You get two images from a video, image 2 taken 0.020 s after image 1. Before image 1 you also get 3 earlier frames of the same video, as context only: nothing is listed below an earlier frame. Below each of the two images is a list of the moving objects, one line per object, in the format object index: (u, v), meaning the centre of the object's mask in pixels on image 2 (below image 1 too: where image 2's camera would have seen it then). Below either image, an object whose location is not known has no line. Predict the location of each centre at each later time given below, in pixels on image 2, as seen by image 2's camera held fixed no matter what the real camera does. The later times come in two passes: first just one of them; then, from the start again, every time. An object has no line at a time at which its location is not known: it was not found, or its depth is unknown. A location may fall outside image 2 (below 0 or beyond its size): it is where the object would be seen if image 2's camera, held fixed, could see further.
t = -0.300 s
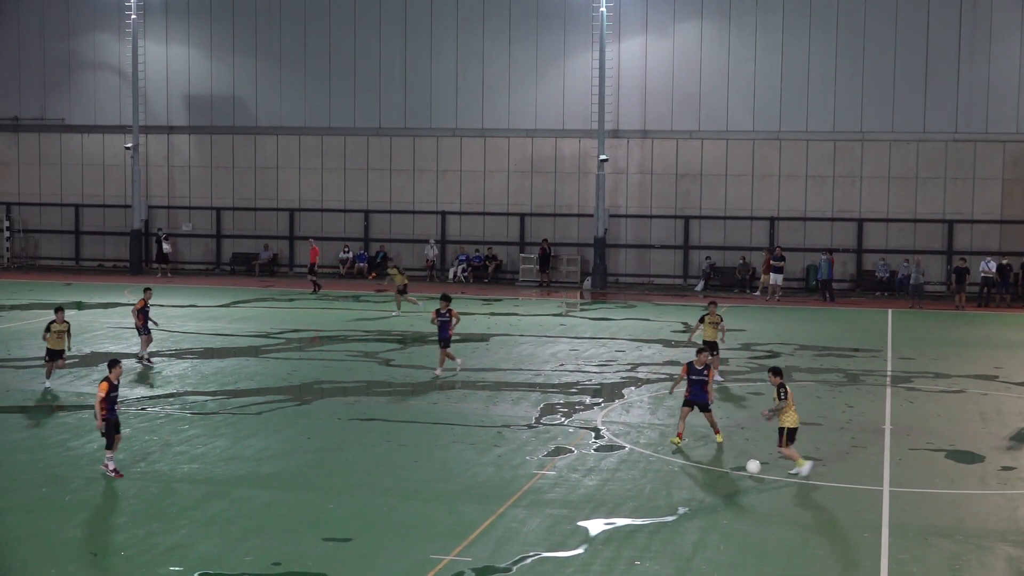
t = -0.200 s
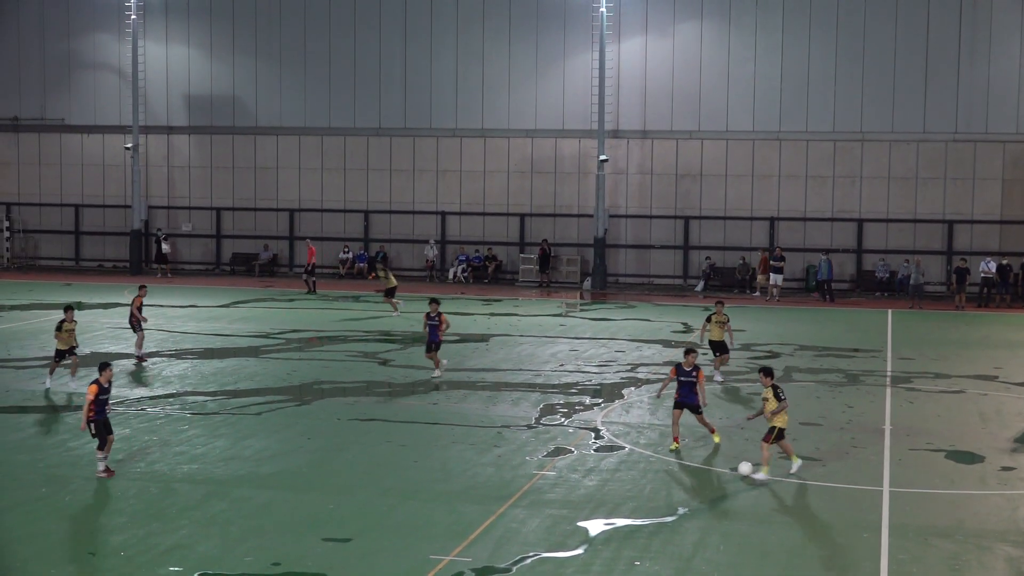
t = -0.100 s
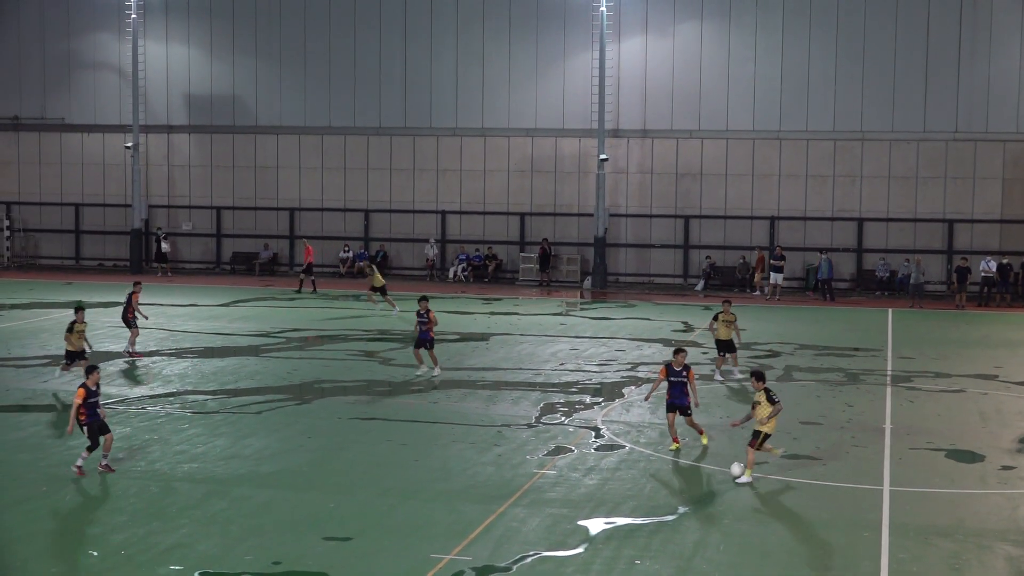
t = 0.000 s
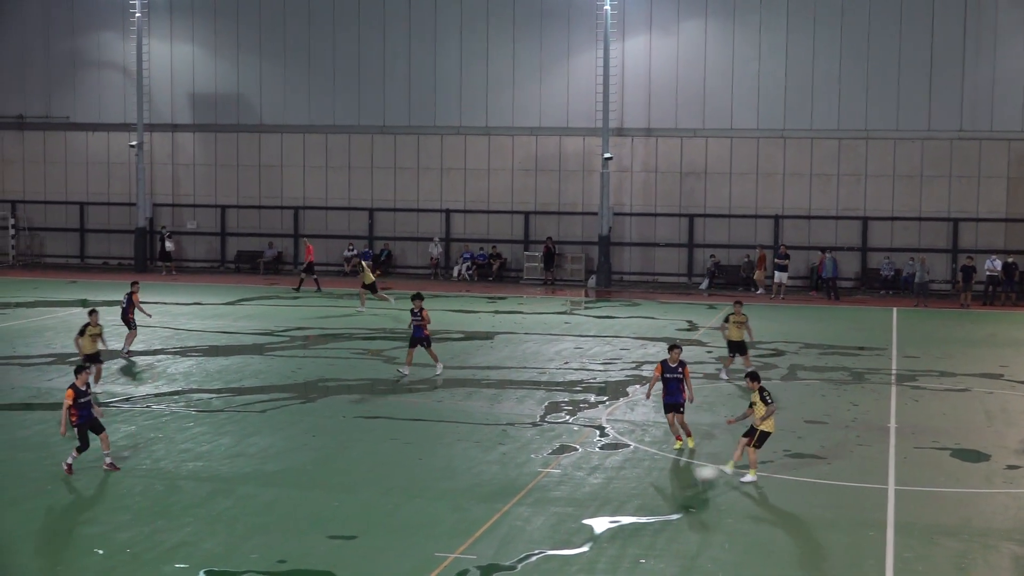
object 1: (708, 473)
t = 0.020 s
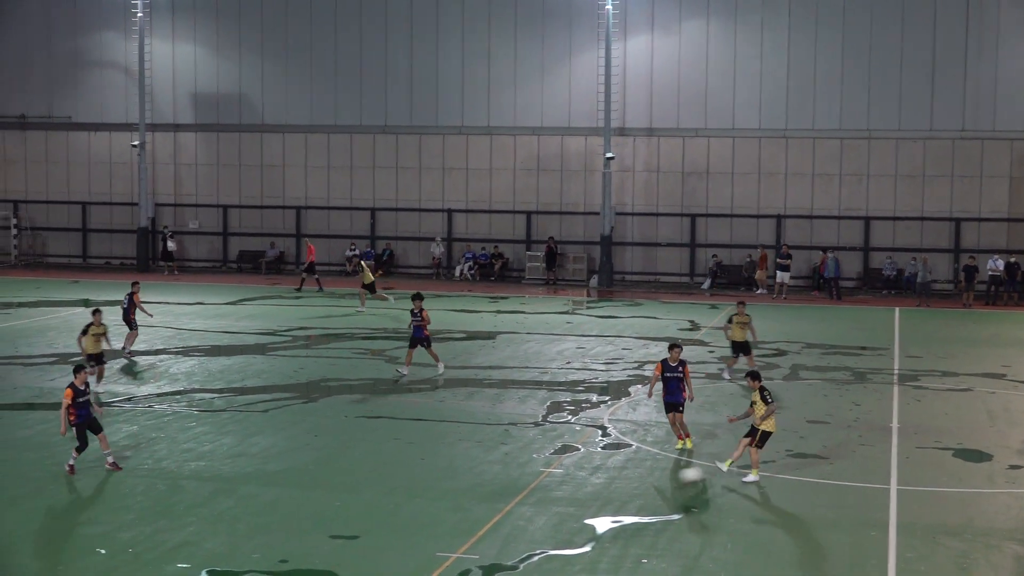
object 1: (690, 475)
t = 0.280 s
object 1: (442, 508)
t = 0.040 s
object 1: (672, 477)
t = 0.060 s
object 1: (654, 480)
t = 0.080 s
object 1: (634, 483)
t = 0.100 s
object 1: (615, 486)
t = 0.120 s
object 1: (595, 488)
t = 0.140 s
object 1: (576, 491)
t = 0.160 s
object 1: (557, 493)
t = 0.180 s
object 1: (538, 495)
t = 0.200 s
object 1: (518, 498)
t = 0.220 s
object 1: (499, 501)
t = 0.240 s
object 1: (479, 504)
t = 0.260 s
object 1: (460, 506)
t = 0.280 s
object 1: (442, 508)
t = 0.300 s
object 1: (423, 510)
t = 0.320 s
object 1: (403, 513)
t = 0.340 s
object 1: (383, 516)
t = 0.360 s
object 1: (362, 520)
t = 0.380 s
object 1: (341, 524)
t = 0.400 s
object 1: (320, 527)
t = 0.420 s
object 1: (301, 529)
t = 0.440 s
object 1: (281, 532)
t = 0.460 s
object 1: (261, 534)
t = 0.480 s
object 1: (240, 537)
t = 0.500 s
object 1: (219, 540)
